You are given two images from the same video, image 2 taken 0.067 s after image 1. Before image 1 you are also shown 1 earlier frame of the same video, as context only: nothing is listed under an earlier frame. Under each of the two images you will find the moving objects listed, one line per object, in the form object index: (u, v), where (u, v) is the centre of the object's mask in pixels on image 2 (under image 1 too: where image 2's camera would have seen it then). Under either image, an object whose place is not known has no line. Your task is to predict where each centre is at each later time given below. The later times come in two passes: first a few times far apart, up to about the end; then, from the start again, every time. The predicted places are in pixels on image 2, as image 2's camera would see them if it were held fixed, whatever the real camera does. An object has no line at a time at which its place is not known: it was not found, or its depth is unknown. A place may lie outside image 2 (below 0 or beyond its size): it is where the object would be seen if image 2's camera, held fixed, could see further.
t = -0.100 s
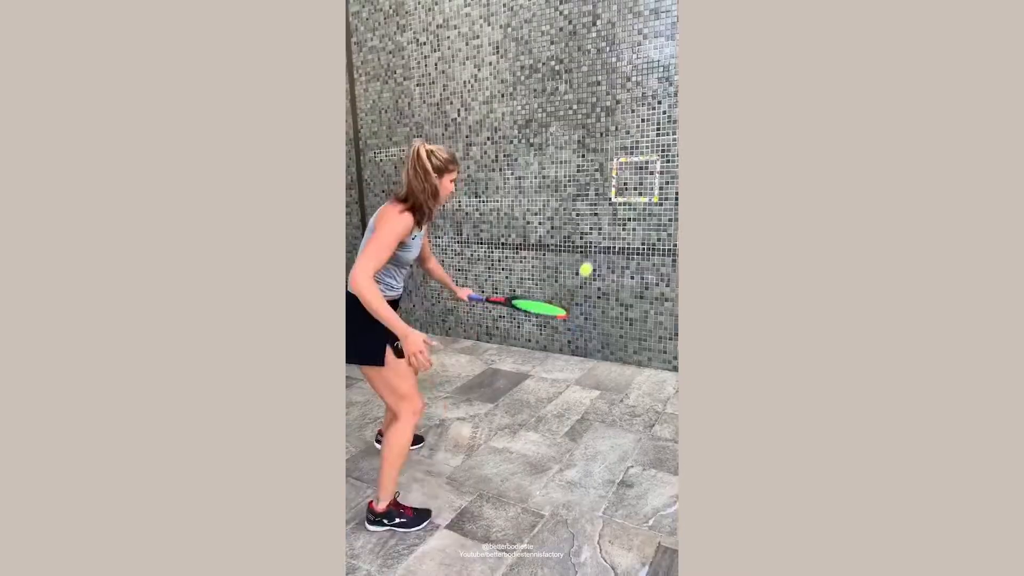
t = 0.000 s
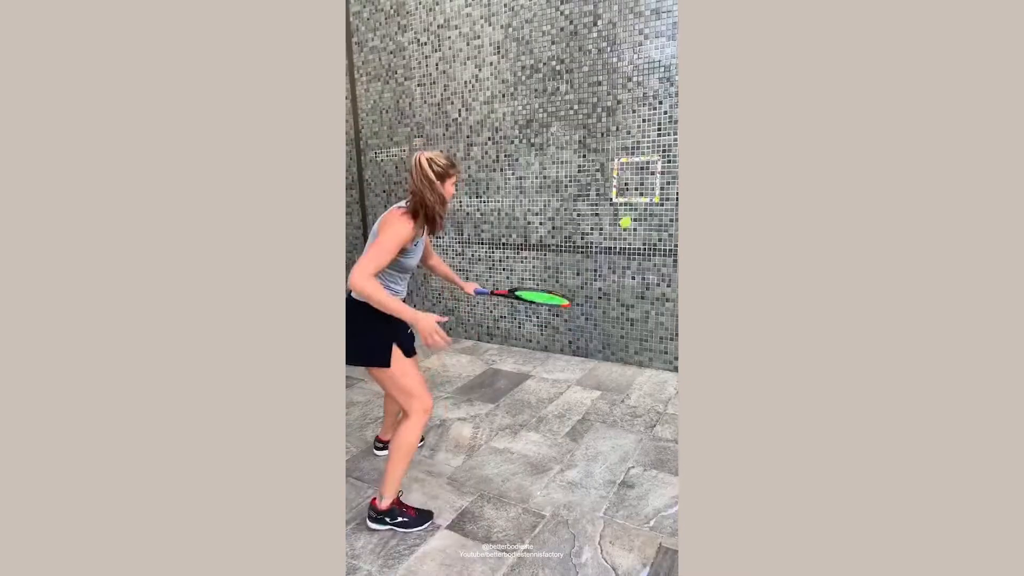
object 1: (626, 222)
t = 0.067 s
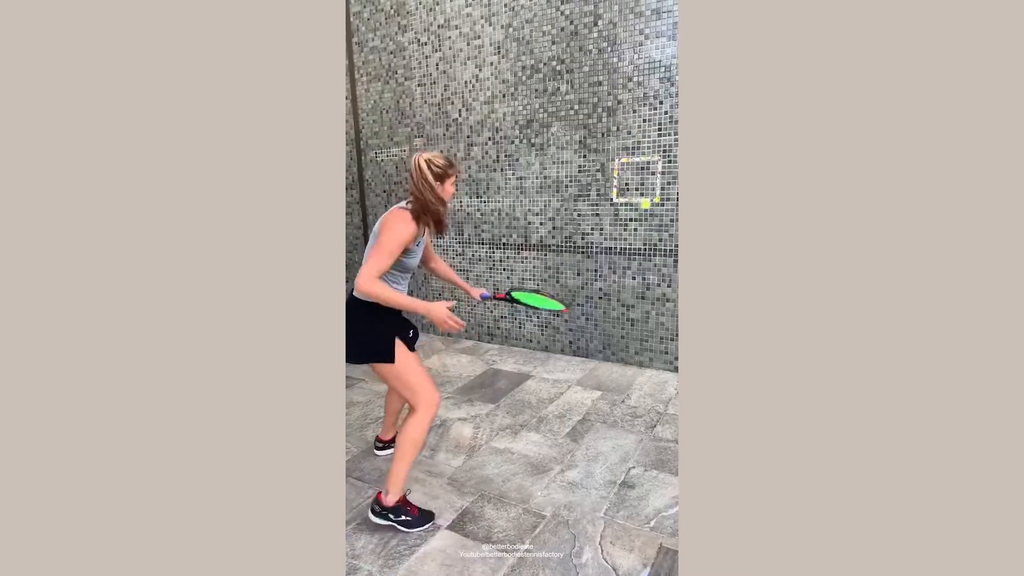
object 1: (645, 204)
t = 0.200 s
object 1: (644, 201)
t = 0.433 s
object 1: (596, 279)
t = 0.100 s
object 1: (654, 199)
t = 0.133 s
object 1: (654, 198)
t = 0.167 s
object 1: (651, 199)
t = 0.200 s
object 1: (644, 201)
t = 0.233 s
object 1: (638, 205)
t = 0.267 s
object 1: (632, 211)
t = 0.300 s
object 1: (626, 219)
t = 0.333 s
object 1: (619, 230)
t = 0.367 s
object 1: (612, 243)
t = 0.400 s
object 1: (604, 259)
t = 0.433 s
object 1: (596, 279)
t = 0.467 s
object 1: (587, 302)
